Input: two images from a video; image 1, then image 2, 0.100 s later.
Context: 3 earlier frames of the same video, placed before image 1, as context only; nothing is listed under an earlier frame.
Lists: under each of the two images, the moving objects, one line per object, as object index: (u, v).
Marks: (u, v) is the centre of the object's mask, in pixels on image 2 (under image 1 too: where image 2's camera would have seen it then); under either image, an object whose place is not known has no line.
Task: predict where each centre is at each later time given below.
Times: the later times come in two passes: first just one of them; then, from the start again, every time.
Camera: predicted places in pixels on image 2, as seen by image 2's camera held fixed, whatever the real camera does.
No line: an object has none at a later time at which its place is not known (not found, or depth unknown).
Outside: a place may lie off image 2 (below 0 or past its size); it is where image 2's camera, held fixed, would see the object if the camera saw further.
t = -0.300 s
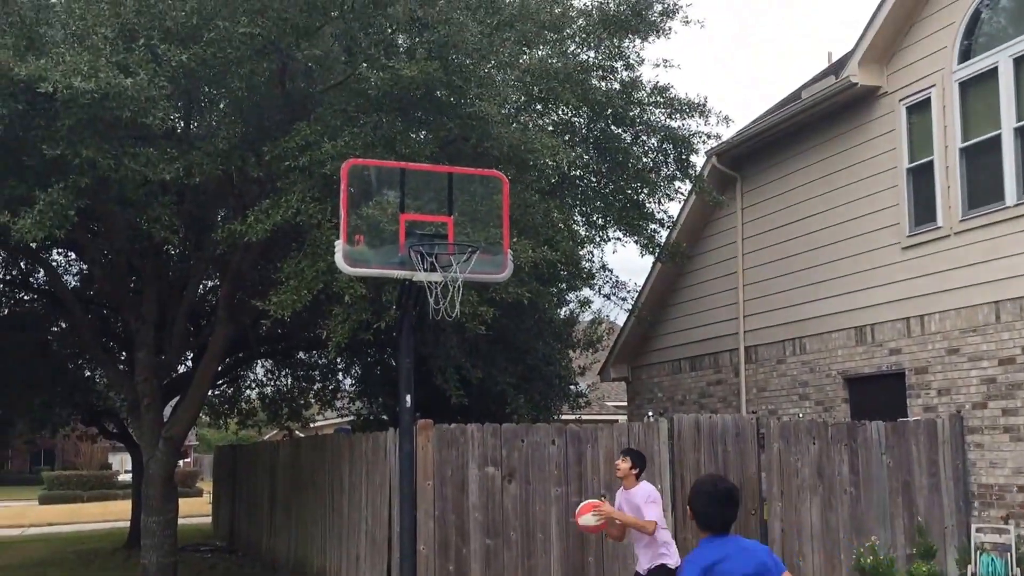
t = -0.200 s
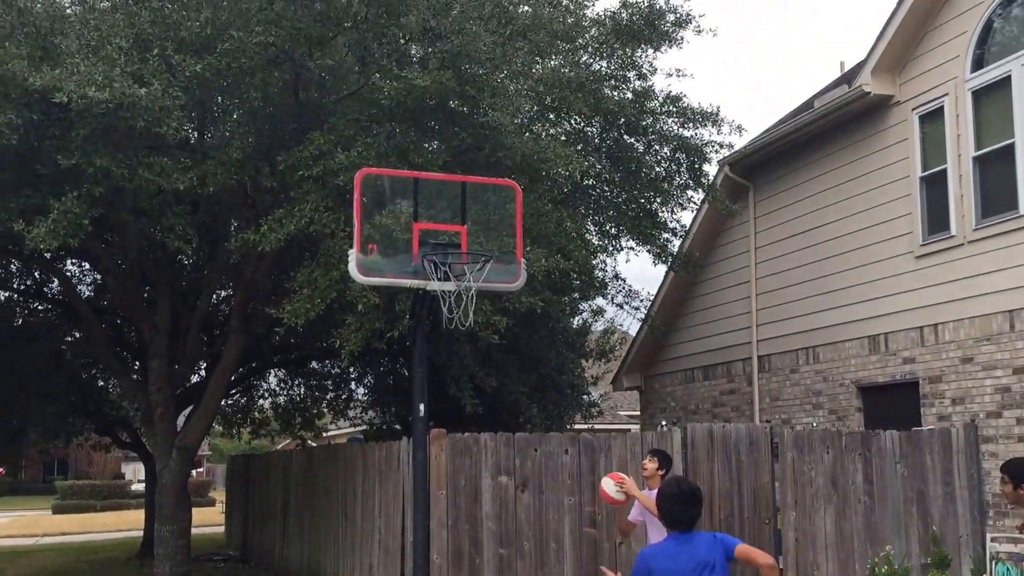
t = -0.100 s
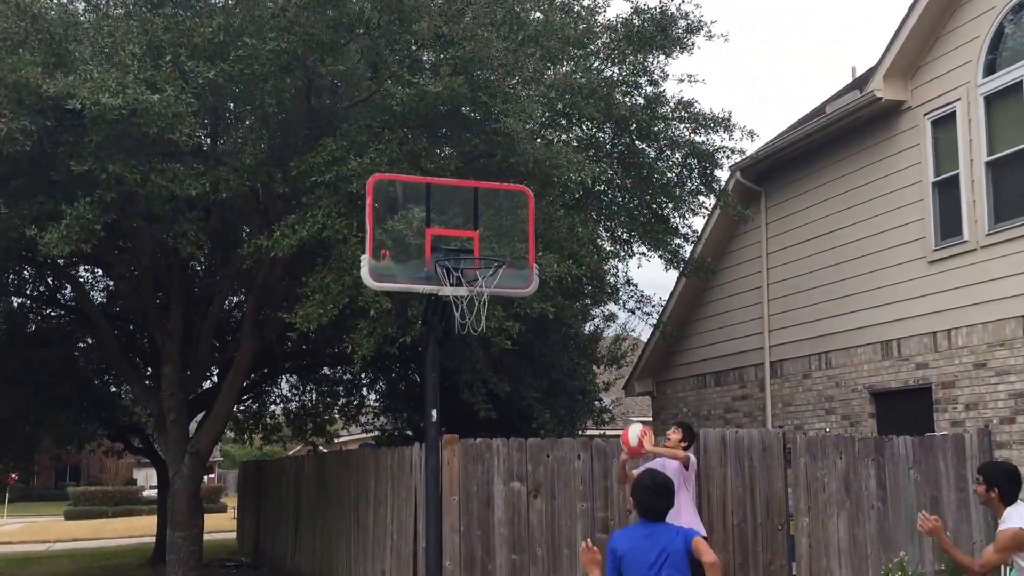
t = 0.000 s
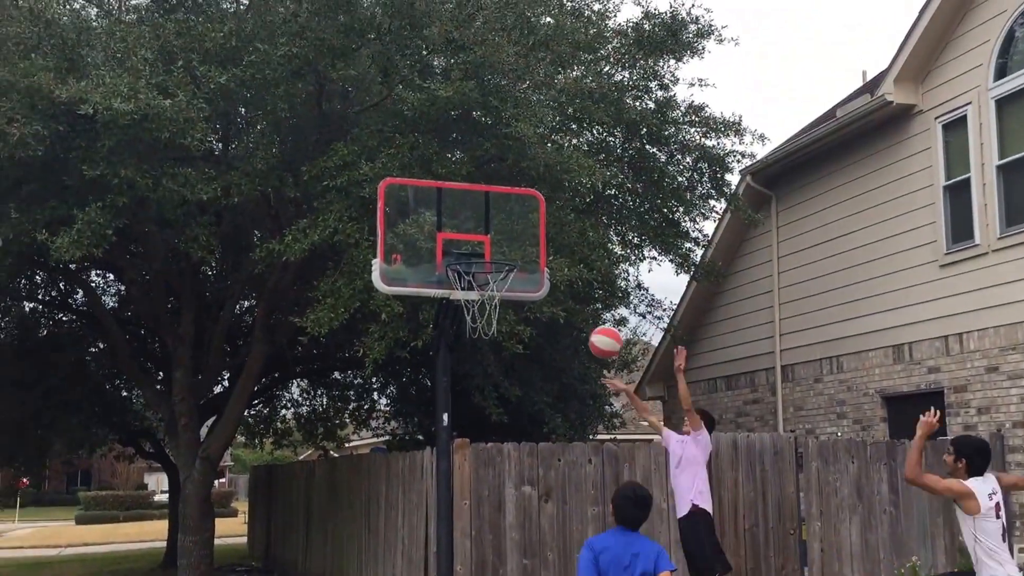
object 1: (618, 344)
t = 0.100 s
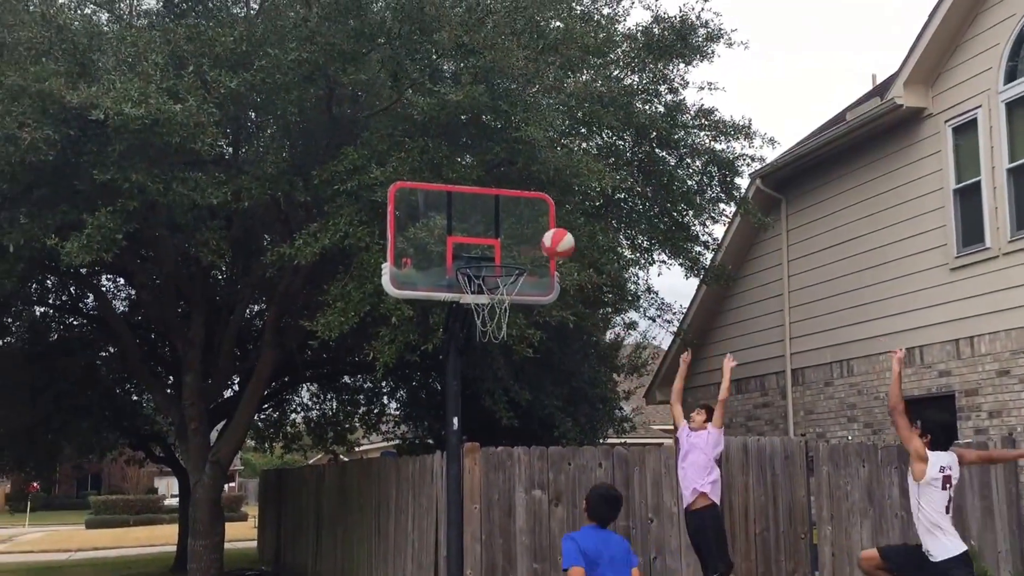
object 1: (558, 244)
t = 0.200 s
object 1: (498, 157)
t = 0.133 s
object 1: (538, 213)
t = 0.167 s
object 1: (518, 184)
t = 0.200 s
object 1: (498, 157)
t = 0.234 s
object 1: (478, 130)
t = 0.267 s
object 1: (459, 105)
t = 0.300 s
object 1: (439, 81)
